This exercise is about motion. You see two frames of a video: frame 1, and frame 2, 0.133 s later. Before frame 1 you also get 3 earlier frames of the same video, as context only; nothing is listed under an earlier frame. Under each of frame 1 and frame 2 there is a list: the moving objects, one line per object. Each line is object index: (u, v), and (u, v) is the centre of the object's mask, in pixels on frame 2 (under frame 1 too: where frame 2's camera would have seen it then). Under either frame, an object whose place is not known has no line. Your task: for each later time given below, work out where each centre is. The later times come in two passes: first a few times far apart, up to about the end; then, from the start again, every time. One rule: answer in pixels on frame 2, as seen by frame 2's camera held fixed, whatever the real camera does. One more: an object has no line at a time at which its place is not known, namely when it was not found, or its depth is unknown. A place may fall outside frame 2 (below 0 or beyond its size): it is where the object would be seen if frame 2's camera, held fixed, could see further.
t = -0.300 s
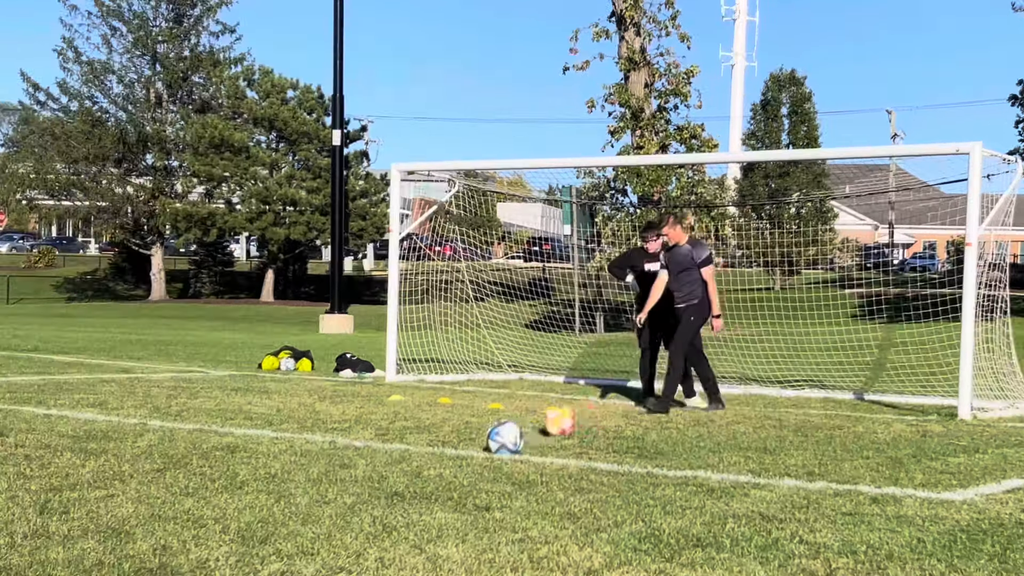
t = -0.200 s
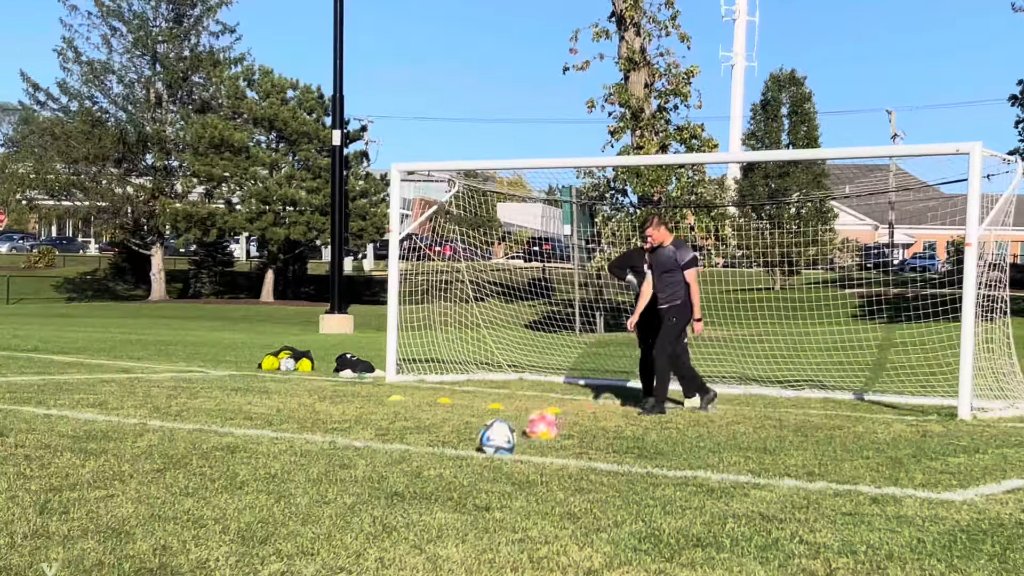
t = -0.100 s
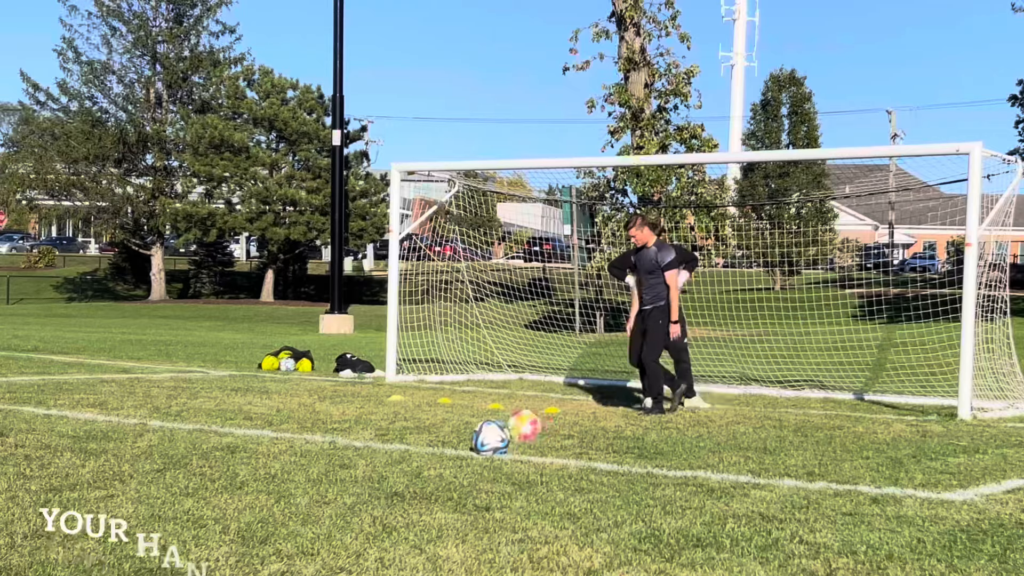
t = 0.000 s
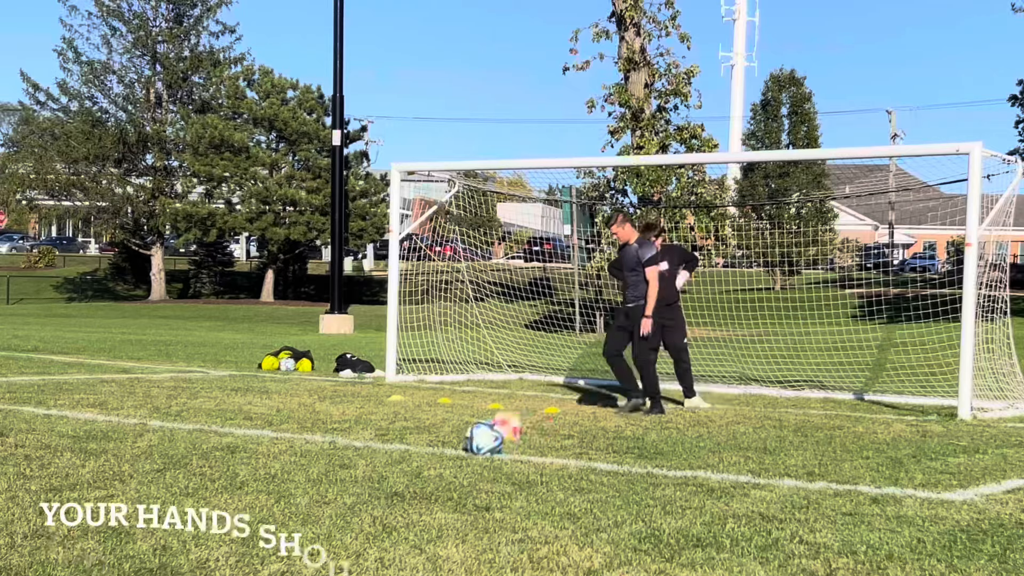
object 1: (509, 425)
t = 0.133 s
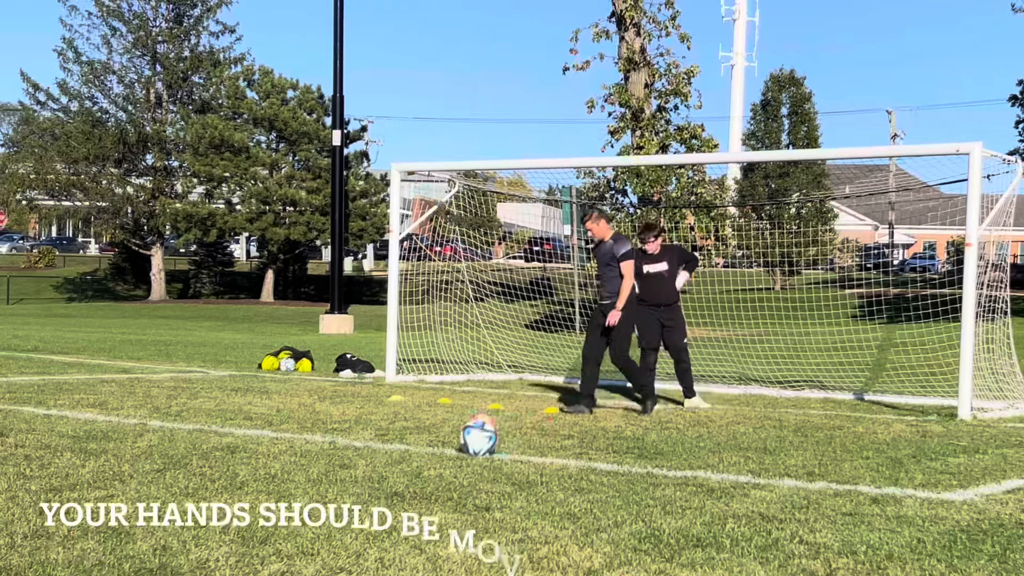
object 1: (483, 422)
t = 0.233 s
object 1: (460, 427)
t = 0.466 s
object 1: (424, 434)
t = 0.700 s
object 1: (385, 434)
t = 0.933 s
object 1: (347, 436)
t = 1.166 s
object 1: (311, 437)
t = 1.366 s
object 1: (287, 436)
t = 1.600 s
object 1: (265, 436)
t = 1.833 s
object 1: (250, 437)
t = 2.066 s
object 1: (236, 437)
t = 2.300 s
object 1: (228, 437)
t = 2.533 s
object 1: (228, 437)
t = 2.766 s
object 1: (231, 437)
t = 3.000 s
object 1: (230, 437)
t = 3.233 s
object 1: (231, 438)
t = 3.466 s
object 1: (231, 438)
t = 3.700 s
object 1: (231, 438)
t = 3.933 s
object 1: (231, 438)
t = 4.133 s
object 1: (231, 438)
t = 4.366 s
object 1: (231, 438)
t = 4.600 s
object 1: (231, 438)
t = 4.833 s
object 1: (231, 438)
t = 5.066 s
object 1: (231, 438)
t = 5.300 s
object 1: (231, 438)
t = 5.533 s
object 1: (231, 438)
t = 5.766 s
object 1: (231, 438)
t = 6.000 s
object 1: (231, 438)
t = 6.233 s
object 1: (231, 438)
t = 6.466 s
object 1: (231, 438)
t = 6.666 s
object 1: (231, 438)
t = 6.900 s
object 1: (231, 438)
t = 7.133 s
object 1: (231, 438)
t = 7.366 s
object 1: (231, 438)
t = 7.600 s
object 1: (231, 438)
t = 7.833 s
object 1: (231, 438)
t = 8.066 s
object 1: (231, 438)
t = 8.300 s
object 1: (231, 438)
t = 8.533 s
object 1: (231, 437)
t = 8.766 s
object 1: (231, 438)
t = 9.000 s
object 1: (231, 438)
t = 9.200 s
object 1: (231, 438)
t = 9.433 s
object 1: (231, 438)
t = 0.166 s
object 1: (474, 420)
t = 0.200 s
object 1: (465, 425)
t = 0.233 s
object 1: (460, 427)
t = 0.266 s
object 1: (454, 429)
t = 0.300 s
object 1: (449, 430)
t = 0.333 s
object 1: (445, 431)
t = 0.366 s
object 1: (441, 433)
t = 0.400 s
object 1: (435, 433)
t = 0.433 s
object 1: (429, 434)
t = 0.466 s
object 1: (424, 434)
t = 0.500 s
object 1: (419, 433)
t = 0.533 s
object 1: (412, 433)
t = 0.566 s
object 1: (407, 434)
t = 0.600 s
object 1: (401, 433)
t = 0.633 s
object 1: (396, 434)
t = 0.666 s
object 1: (391, 434)
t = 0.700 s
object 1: (385, 434)
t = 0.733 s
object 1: (379, 434)
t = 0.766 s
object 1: (374, 435)
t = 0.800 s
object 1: (369, 436)
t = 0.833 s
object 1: (363, 436)
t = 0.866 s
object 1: (358, 436)
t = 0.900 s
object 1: (353, 437)
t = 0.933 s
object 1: (347, 436)
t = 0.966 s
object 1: (343, 436)
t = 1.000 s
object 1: (337, 436)
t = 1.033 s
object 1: (332, 436)
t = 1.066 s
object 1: (327, 436)
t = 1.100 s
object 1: (322, 436)
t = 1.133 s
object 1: (317, 437)
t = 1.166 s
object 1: (311, 437)
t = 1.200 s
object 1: (307, 436)
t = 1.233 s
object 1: (302, 437)
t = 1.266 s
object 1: (298, 437)
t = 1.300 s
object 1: (294, 437)
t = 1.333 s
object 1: (290, 437)
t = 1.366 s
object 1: (287, 436)
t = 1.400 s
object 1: (284, 437)
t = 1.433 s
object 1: (279, 437)
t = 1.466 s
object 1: (276, 436)
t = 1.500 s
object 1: (273, 436)
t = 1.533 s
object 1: (270, 437)
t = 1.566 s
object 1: (268, 436)
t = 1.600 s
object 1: (265, 436)
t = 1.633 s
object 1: (262, 437)
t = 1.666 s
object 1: (260, 437)
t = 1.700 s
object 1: (258, 437)
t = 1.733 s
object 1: (256, 437)
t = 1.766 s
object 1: (253, 437)
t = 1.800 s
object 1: (251, 437)
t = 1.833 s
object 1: (250, 437)
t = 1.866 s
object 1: (247, 437)
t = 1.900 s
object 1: (245, 438)
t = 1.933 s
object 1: (243, 438)
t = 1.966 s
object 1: (241, 437)
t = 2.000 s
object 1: (239, 437)
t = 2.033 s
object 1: (238, 438)
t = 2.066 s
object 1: (236, 437)
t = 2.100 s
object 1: (234, 437)
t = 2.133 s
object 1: (233, 437)
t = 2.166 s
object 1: (232, 437)
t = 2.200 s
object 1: (231, 437)
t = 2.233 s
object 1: (230, 437)
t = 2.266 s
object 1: (229, 437)
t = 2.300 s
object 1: (228, 437)
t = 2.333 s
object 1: (228, 437)
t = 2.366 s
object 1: (228, 437)
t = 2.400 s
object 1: (228, 437)
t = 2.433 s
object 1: (228, 437)
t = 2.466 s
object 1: (228, 437)
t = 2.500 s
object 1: (228, 437)
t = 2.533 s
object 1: (228, 437)
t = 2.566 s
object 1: (229, 438)
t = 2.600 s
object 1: (230, 438)
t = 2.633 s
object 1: (230, 438)
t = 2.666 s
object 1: (230, 438)
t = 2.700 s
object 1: (230, 437)
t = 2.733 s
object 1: (231, 437)
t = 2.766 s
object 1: (231, 437)
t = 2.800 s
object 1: (231, 437)
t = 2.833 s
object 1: (231, 437)
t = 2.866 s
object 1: (231, 437)
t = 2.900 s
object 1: (231, 438)
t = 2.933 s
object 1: (231, 438)
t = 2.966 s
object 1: (231, 438)
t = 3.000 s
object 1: (230, 437)
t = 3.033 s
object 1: (230, 437)
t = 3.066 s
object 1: (231, 438)
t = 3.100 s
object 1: (231, 438)
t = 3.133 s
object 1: (231, 438)
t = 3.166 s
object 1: (231, 438)
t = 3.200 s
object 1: (231, 437)
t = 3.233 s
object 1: (231, 438)
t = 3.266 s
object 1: (231, 437)
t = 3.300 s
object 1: (231, 438)
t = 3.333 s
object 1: (231, 438)
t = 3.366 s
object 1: (231, 438)
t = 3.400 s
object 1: (231, 437)
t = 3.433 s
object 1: (231, 438)
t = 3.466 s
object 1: (231, 438)
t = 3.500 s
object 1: (231, 438)
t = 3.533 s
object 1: (231, 438)
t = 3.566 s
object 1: (231, 438)
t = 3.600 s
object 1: (231, 438)
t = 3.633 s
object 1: (231, 438)
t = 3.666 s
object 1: (231, 438)
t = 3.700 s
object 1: (231, 438)
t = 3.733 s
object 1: (231, 438)
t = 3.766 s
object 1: (231, 438)
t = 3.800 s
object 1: (231, 438)
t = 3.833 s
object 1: (231, 438)
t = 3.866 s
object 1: (231, 438)
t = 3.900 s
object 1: (231, 438)
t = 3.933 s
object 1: (231, 438)
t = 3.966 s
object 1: (231, 438)
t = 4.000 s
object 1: (231, 438)
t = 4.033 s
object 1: (231, 438)
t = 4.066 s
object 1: (231, 438)
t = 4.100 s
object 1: (231, 438)
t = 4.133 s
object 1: (231, 438)
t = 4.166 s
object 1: (231, 438)
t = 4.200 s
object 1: (231, 438)
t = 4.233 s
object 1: (231, 438)
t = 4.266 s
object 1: (231, 438)
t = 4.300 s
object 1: (231, 438)
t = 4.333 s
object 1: (231, 438)
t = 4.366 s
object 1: (231, 438)
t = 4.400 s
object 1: (231, 438)
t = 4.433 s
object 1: (231, 438)
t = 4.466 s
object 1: (231, 438)
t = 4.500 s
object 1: (231, 438)
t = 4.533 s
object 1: (231, 438)
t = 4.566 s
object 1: (231, 438)
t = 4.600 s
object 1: (231, 438)
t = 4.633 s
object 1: (231, 438)
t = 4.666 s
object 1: (231, 438)
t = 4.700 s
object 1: (231, 438)
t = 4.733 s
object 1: (231, 438)
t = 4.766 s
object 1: (231, 438)
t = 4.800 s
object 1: (231, 438)
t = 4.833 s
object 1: (231, 438)
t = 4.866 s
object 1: (231, 438)
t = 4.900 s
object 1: (231, 438)
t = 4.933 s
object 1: (231, 438)
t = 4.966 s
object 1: (231, 438)
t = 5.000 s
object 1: (231, 438)
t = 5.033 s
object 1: (231, 438)
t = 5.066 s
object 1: (231, 438)
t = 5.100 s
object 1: (231, 438)
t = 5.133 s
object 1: (231, 438)
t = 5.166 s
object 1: (231, 438)
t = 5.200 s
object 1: (231, 438)
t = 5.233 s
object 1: (231, 438)
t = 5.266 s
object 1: (231, 438)
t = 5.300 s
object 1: (231, 438)
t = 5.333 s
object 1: (231, 438)
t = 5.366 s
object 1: (231, 438)
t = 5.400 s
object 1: (231, 438)
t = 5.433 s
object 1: (231, 438)
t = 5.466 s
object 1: (231, 438)
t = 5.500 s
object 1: (231, 438)
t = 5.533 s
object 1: (231, 438)
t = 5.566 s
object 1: (231, 438)
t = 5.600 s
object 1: (231, 438)
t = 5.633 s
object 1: (231, 438)
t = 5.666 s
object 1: (231, 438)
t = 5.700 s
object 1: (231, 438)
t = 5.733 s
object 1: (231, 438)
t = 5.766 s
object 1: (231, 438)
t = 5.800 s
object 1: (231, 438)
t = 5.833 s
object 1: (231, 438)
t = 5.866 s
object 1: (231, 438)
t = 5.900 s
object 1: (231, 438)
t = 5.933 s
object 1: (231, 438)
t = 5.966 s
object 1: (231, 438)
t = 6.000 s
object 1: (231, 438)
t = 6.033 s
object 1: (231, 438)
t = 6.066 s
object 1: (231, 438)
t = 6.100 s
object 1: (231, 438)
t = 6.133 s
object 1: (231, 438)
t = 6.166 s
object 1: (231, 438)
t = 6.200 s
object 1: (231, 438)
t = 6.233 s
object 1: (231, 438)
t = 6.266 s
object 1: (231, 438)
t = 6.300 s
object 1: (231, 438)
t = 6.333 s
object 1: (231, 438)
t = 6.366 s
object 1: (231, 438)
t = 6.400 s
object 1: (231, 438)
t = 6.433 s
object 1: (231, 438)
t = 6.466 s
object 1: (231, 438)
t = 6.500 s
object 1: (231, 438)
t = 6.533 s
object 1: (231, 438)
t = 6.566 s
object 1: (231, 438)
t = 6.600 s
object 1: (231, 438)
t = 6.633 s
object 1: (231, 438)
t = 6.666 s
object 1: (231, 438)
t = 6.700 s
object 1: (231, 438)
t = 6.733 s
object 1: (231, 438)
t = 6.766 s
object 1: (231, 438)
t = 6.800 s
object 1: (231, 438)
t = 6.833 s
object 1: (231, 438)
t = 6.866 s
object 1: (231, 438)
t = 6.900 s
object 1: (231, 438)
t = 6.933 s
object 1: (231, 438)
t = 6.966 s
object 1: (231, 438)
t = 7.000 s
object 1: (231, 438)
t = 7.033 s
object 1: (231, 438)
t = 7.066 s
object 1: (231, 438)
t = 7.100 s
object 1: (231, 438)
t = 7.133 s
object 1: (231, 438)
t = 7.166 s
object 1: (231, 438)
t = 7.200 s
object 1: (231, 438)
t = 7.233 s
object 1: (231, 438)
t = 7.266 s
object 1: (231, 438)
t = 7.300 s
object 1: (231, 438)
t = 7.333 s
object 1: (231, 438)
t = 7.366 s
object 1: (231, 438)
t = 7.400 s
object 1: (231, 438)
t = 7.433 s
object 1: (231, 438)
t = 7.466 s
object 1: (231, 438)
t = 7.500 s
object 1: (231, 438)
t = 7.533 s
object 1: (231, 438)
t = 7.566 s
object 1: (231, 438)
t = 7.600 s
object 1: (231, 438)
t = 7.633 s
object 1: (231, 438)
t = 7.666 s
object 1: (231, 438)
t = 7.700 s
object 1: (231, 438)
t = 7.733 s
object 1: (231, 438)
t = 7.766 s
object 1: (231, 438)
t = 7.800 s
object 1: (231, 438)
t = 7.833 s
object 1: (231, 438)
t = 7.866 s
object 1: (231, 438)
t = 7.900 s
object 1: (231, 438)
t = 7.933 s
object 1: (231, 438)
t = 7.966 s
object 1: (231, 438)
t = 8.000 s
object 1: (231, 438)
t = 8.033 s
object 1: (231, 438)
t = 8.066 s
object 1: (231, 438)
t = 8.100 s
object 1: (231, 438)
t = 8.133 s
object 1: (231, 438)
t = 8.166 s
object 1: (231, 438)
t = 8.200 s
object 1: (231, 438)
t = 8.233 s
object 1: (231, 438)
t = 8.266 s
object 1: (231, 438)
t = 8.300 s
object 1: (231, 438)
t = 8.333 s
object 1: (231, 438)
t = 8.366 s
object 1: (231, 438)
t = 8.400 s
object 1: (231, 438)
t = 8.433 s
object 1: (231, 438)
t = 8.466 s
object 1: (231, 438)
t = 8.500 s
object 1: (231, 438)
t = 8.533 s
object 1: (231, 437)
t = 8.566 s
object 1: (231, 438)
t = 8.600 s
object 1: (231, 438)
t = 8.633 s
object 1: (231, 438)
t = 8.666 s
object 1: (231, 438)
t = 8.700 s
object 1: (231, 438)
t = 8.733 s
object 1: (231, 438)
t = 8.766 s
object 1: (231, 438)
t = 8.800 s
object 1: (231, 438)
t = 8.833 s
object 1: (231, 438)
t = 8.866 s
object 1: (231, 438)
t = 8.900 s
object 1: (231, 437)
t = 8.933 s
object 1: (231, 438)
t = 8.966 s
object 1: (231, 438)
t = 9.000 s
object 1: (231, 438)
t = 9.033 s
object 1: (231, 437)
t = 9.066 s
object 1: (231, 437)
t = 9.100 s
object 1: (231, 438)
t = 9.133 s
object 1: (231, 438)
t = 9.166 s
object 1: (231, 438)
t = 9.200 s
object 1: (231, 438)
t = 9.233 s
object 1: (231, 438)
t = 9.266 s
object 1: (231, 437)
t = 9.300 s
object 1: (231, 438)
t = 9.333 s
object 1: (231, 438)
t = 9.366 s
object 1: (231, 438)
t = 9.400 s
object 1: (231, 438)
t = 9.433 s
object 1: (231, 438)
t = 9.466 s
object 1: (231, 438)
